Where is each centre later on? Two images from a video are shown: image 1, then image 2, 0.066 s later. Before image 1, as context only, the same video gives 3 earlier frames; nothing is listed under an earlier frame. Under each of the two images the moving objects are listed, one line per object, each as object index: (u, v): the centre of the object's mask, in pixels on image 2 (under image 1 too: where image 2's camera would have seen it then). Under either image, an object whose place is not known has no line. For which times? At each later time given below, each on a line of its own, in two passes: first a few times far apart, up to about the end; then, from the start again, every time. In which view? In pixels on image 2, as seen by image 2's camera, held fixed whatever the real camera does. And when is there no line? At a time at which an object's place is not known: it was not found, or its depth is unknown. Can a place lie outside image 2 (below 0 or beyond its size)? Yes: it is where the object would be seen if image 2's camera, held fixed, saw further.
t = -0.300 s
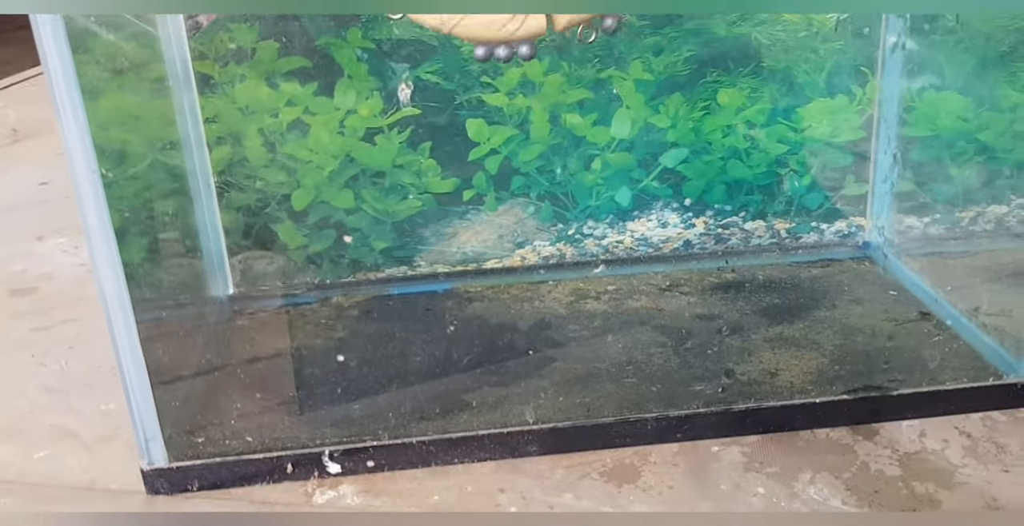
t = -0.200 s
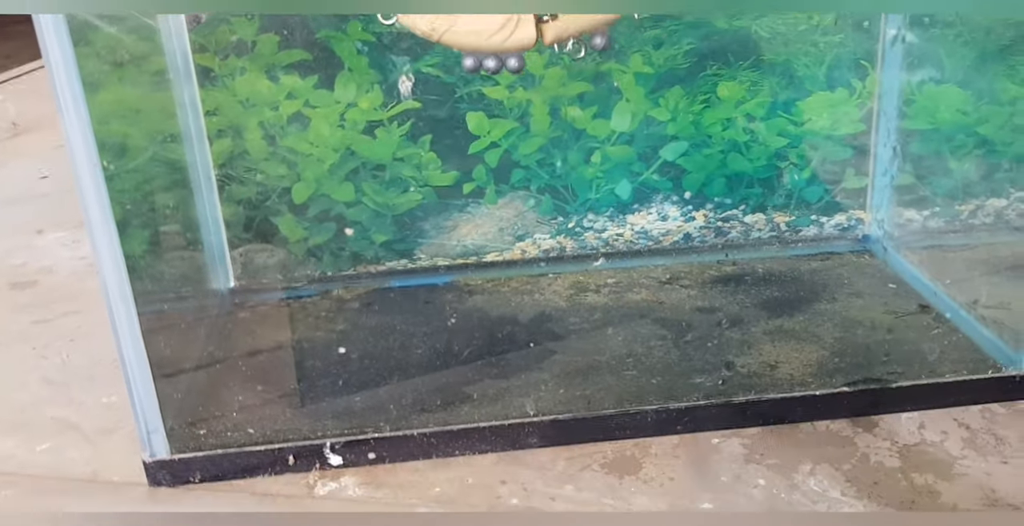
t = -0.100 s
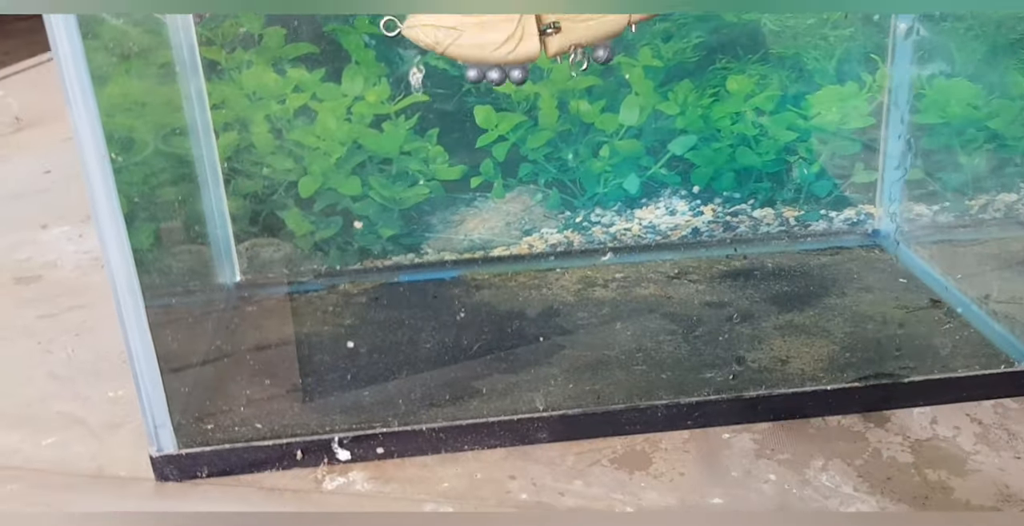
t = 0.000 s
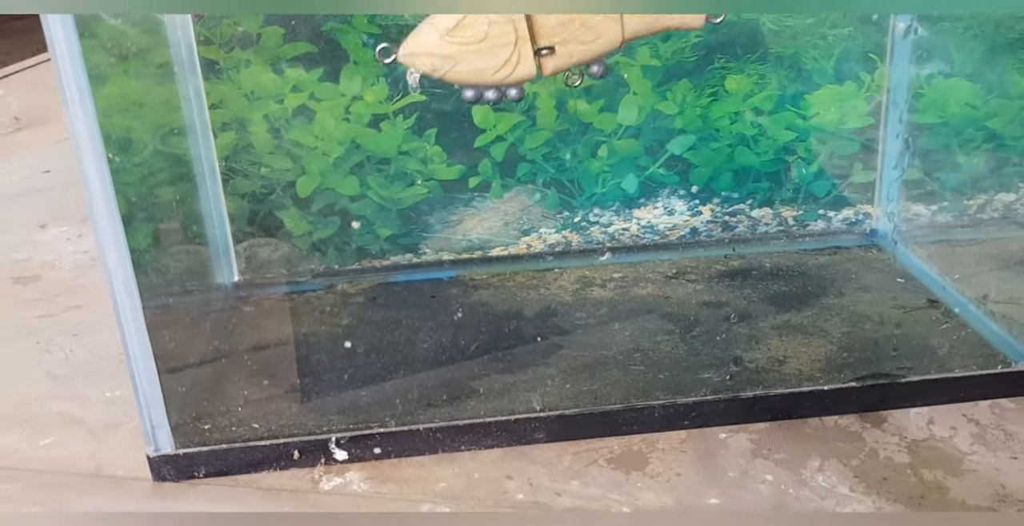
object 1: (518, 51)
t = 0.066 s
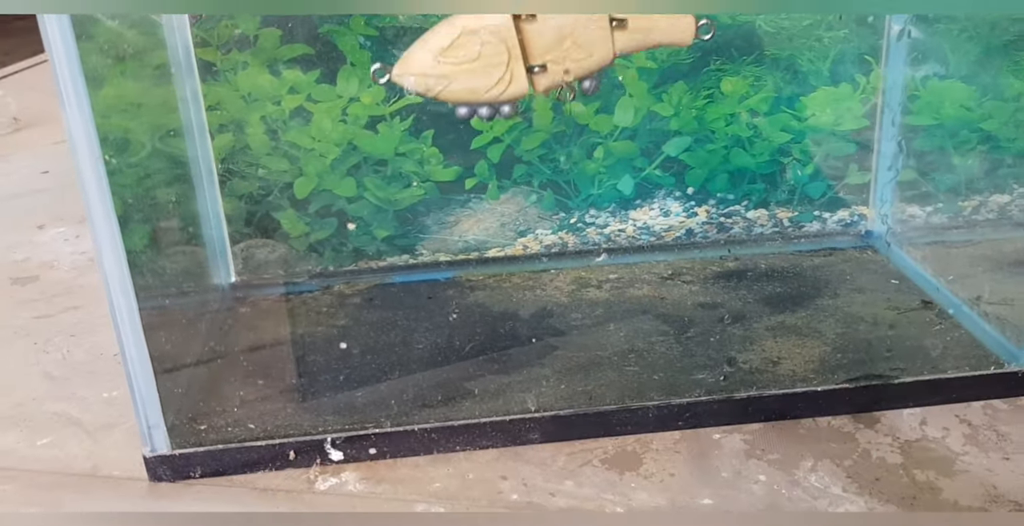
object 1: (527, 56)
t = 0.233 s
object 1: (523, 88)
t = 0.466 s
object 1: (508, 142)
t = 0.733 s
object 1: (490, 214)
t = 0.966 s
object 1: (483, 264)
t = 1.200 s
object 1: (469, 307)
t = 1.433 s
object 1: (468, 307)
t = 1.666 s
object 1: (457, 303)
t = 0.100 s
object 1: (528, 61)
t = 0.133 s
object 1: (528, 67)
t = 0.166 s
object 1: (527, 74)
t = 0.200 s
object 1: (525, 81)
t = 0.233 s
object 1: (523, 88)
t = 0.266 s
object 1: (522, 95)
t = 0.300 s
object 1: (520, 104)
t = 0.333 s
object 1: (518, 111)
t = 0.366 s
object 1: (515, 120)
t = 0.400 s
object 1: (513, 127)
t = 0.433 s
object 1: (511, 135)
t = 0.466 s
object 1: (508, 142)
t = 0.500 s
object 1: (506, 150)
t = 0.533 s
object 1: (503, 159)
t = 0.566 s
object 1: (501, 167)
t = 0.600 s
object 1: (499, 177)
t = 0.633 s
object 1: (497, 185)
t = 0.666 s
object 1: (495, 194)
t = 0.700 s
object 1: (494, 200)
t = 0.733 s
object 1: (490, 214)
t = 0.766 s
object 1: (491, 218)
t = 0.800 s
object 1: (489, 227)
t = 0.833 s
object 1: (488, 233)
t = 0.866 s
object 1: (487, 241)
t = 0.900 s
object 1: (486, 249)
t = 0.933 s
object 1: (484, 256)
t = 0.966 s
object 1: (483, 264)
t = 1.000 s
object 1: (481, 272)
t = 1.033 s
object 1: (479, 280)
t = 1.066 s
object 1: (476, 288)
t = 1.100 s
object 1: (475, 296)
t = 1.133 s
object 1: (473, 301)
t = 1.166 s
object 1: (471, 303)
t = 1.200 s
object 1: (469, 307)
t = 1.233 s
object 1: (469, 307)
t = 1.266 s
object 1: (469, 307)
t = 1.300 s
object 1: (469, 308)
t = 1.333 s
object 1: (469, 308)
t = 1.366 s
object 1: (469, 307)
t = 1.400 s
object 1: (469, 307)
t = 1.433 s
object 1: (468, 307)
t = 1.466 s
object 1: (467, 306)
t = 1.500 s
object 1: (466, 306)
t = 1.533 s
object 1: (465, 305)
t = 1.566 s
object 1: (463, 305)
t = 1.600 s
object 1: (461, 305)
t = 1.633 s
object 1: (459, 304)
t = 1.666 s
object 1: (457, 303)
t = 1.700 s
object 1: (456, 303)
